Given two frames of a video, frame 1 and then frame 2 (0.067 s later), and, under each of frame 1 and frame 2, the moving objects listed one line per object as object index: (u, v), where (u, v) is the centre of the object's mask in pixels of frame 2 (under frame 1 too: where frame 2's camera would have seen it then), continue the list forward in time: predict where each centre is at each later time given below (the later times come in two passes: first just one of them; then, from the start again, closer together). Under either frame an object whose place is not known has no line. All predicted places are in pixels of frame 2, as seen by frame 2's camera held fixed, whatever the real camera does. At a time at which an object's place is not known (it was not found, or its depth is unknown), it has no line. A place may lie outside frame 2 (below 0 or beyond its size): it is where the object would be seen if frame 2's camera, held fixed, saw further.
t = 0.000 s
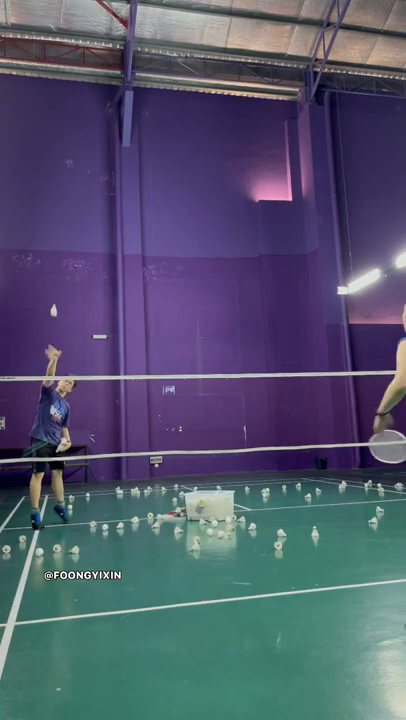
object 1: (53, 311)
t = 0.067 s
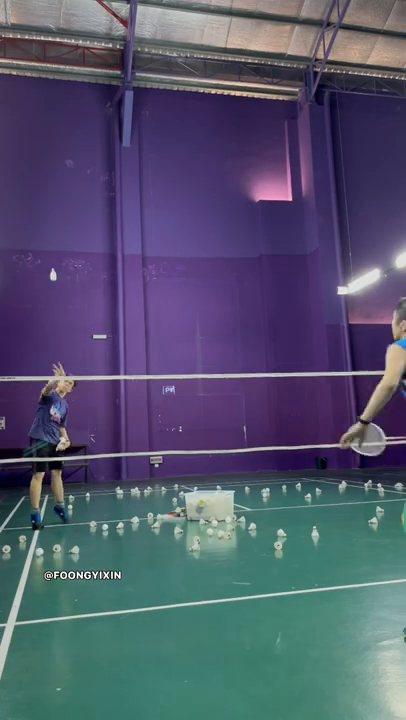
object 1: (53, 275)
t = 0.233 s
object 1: (48, 189)
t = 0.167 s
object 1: (50, 214)
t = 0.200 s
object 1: (49, 200)
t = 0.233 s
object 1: (48, 189)
